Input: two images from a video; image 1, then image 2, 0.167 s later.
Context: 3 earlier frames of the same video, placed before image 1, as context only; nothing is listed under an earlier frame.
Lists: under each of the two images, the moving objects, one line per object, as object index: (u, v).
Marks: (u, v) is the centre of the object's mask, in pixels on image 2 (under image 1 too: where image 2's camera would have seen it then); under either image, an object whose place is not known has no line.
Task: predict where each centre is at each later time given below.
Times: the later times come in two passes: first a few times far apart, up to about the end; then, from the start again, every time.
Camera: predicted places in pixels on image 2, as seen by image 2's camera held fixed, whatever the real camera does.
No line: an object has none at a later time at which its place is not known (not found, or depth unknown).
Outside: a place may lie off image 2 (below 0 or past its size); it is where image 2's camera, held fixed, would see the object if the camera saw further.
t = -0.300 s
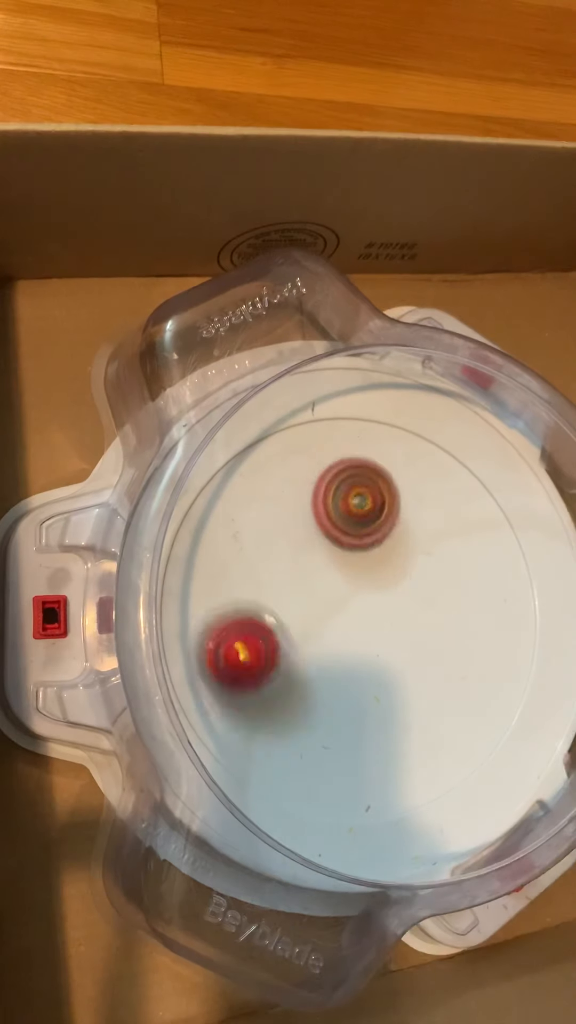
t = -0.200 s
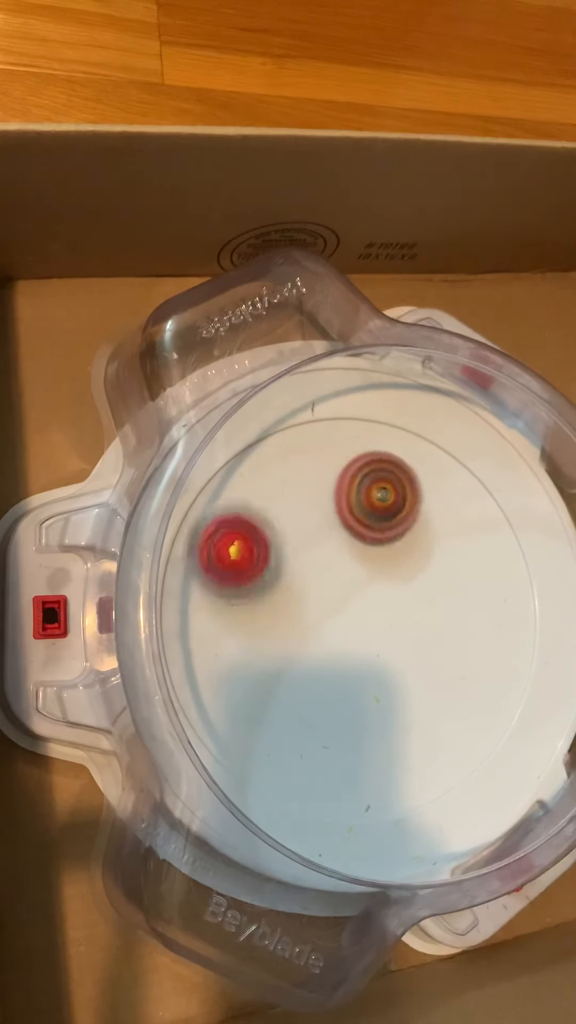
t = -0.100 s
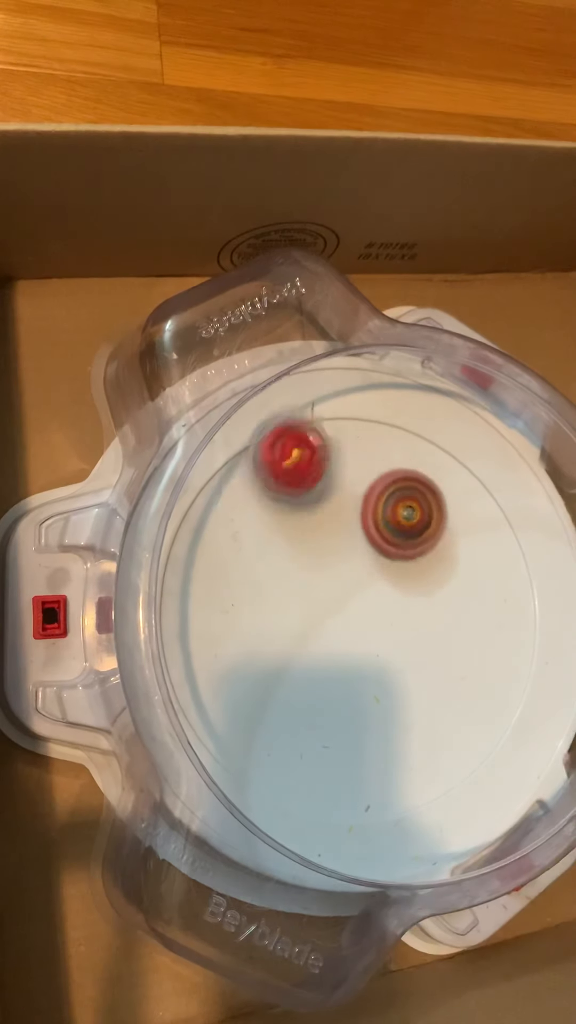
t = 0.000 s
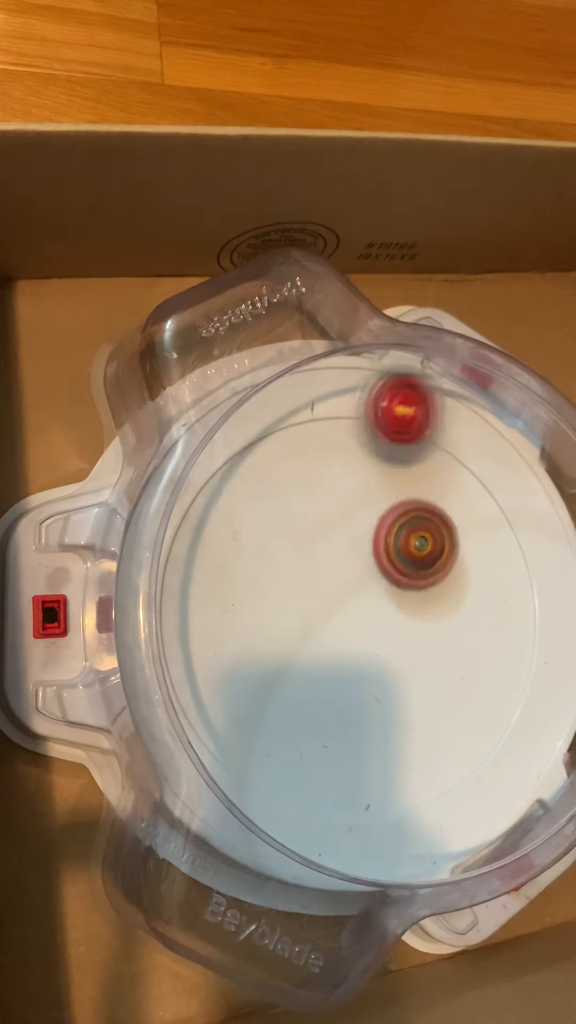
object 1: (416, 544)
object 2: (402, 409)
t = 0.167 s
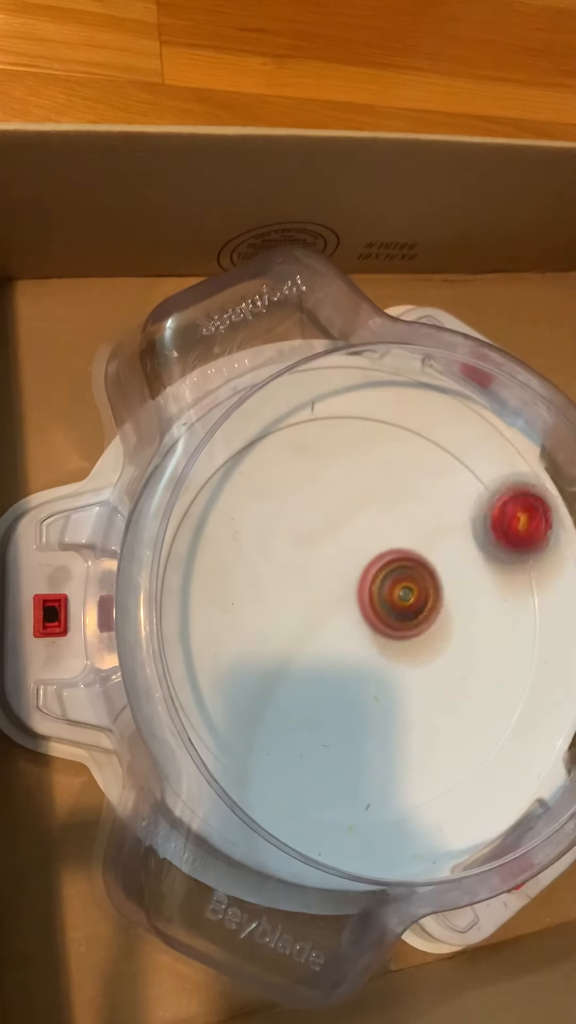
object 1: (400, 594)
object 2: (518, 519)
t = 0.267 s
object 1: (374, 615)
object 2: (510, 642)
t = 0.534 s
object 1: (310, 609)
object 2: (222, 734)
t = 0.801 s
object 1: (299, 569)
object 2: (323, 424)
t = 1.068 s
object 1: (333, 599)
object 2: (534, 651)
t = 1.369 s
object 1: (334, 635)
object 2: (209, 704)
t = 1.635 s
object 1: (339, 620)
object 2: (347, 443)
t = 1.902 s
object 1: (354, 614)
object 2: (535, 681)
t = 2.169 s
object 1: (383, 637)
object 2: (254, 764)
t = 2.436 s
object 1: (370, 631)
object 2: (302, 473)
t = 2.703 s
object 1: (367, 621)
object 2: (541, 600)
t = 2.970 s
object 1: (385, 604)
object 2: (355, 788)
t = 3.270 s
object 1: (384, 611)
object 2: (285, 475)
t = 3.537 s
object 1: (369, 596)
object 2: (521, 535)
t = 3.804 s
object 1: (366, 594)
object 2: (393, 756)
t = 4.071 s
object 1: (364, 587)
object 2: (220, 562)
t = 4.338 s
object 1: (358, 590)
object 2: (426, 472)
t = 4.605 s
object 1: (351, 598)
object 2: (436, 715)
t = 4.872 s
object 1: (351, 608)
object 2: (228, 676)
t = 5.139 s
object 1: (352, 615)
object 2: (304, 514)
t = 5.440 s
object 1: (353, 626)
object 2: (450, 584)
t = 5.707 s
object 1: (356, 624)
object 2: (429, 710)
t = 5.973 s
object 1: (364, 583)
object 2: (301, 654)
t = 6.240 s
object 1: (411, 574)
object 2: (327, 535)
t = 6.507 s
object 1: (507, 651)
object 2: (351, 509)
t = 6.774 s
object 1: (430, 652)
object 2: (335, 632)
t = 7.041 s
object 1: (380, 621)
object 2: (241, 618)
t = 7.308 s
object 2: (290, 547)
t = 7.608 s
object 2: (313, 623)
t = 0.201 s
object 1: (392, 602)
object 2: (522, 557)
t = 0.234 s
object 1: (383, 609)
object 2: (520, 600)
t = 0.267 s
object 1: (374, 615)
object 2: (510, 642)
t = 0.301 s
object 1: (364, 619)
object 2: (489, 681)
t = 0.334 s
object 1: (356, 622)
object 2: (462, 718)
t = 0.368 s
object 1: (347, 624)
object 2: (428, 751)
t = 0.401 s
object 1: (337, 624)
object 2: (389, 773)
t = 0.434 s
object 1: (329, 622)
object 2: (344, 786)
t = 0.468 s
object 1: (321, 618)
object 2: (297, 786)
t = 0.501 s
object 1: (314, 615)
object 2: (249, 774)
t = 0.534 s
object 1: (310, 609)
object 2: (222, 734)
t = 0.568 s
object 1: (307, 604)
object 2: (199, 686)
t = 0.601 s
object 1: (304, 600)
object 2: (188, 639)
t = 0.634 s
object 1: (301, 596)
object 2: (187, 587)
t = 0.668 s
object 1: (298, 592)
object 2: (198, 537)
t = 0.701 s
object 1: (295, 586)
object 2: (218, 495)
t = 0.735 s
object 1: (294, 580)
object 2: (250, 461)
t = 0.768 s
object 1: (296, 575)
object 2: (286, 436)
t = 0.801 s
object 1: (299, 569)
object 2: (323, 424)
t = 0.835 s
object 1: (304, 566)
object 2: (364, 421)
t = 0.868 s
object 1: (310, 566)
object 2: (404, 430)
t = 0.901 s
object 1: (316, 568)
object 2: (441, 449)
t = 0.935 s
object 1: (321, 573)
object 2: (473, 478)
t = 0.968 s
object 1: (324, 578)
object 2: (499, 512)
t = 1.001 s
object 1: (327, 585)
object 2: (520, 554)
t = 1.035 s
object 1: (329, 592)
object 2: (531, 601)
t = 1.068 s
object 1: (333, 599)
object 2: (534, 651)
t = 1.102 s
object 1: (335, 607)
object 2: (526, 699)
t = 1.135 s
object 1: (336, 616)
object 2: (507, 746)
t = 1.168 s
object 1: (335, 623)
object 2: (473, 780)
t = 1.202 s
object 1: (334, 628)
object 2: (430, 801)
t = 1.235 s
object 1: (333, 632)
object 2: (378, 811)
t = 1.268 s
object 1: (333, 634)
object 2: (328, 807)
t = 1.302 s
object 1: (333, 635)
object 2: (281, 787)
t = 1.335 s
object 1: (334, 635)
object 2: (238, 751)
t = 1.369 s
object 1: (334, 635)
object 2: (209, 704)
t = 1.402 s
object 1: (333, 633)
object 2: (191, 653)
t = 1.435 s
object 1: (333, 631)
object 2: (185, 604)
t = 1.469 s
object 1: (333, 629)
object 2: (192, 559)
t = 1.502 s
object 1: (333, 627)
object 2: (206, 518)
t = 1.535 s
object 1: (334, 625)
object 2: (235, 485)
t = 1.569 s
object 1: (335, 623)
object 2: (266, 462)
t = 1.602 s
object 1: (337, 621)
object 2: (305, 447)
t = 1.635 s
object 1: (339, 620)
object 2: (347, 443)
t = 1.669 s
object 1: (341, 618)
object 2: (391, 450)
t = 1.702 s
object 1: (343, 618)
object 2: (430, 469)
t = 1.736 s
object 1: (346, 617)
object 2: (464, 491)
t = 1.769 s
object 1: (349, 616)
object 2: (494, 523)
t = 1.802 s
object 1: (352, 615)
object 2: (522, 559)
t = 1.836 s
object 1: (354, 614)
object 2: (539, 599)
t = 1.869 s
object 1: (355, 613)
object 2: (547, 639)
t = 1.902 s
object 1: (354, 614)
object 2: (535, 681)
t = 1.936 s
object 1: (357, 616)
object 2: (519, 722)
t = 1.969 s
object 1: (360, 619)
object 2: (488, 754)
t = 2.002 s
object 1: (365, 623)
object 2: (456, 781)
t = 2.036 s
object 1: (372, 626)
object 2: (419, 802)
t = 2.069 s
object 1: (377, 631)
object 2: (374, 809)
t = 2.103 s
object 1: (381, 635)
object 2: (329, 804)
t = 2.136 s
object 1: (383, 636)
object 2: (290, 789)
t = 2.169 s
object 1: (383, 637)
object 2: (254, 764)
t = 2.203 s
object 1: (382, 636)
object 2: (226, 730)
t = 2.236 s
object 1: (381, 635)
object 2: (207, 687)
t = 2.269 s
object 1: (379, 634)
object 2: (199, 647)
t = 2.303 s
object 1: (377, 633)
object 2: (201, 607)
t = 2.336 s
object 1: (375, 632)
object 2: (214, 565)
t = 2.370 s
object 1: (373, 632)
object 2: (236, 526)
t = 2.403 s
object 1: (371, 632)
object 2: (265, 497)
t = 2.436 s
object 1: (370, 631)
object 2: (302, 473)
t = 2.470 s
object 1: (369, 630)
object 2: (343, 458)
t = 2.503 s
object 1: (369, 629)
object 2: (382, 453)
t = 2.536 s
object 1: (368, 627)
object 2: (423, 458)
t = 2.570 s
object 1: (366, 625)
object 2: (461, 473)
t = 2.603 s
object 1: (365, 623)
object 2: (494, 493)
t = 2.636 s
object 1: (364, 623)
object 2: (523, 521)
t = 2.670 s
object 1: (364, 624)
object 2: (535, 561)
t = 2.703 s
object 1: (367, 621)
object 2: (541, 600)
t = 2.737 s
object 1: (369, 616)
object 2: (539, 640)
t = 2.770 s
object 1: (372, 609)
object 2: (530, 678)
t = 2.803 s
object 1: (376, 604)
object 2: (519, 714)
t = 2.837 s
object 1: (378, 601)
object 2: (498, 748)
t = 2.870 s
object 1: (378, 600)
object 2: (468, 770)
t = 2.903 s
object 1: (380, 601)
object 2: (435, 787)
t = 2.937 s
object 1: (382, 603)
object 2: (397, 792)
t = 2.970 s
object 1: (385, 604)
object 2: (355, 788)
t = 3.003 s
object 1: (387, 606)
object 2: (314, 768)
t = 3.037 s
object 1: (388, 607)
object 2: (280, 740)
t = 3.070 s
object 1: (387, 608)
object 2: (253, 706)
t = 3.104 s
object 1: (386, 611)
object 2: (235, 667)
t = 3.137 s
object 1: (386, 612)
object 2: (228, 623)
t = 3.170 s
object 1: (386, 613)
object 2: (230, 582)
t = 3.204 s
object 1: (386, 613)
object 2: (241, 541)
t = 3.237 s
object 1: (386, 612)
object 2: (260, 506)
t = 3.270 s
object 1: (384, 611)
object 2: (285, 475)
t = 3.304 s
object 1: (383, 611)
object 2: (318, 452)
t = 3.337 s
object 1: (383, 610)
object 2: (353, 438)
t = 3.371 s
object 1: (383, 609)
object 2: (391, 431)
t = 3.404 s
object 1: (383, 606)
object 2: (425, 435)
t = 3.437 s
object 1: (383, 602)
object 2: (456, 450)
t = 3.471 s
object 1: (379, 599)
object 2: (479, 479)
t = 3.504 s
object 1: (374, 598)
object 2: (505, 505)
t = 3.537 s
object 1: (369, 596)
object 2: (521, 535)
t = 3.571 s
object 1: (367, 596)
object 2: (531, 571)
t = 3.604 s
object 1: (366, 596)
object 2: (533, 606)
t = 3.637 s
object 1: (366, 596)
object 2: (528, 642)
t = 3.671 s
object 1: (366, 595)
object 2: (512, 674)
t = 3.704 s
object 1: (366, 595)
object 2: (490, 704)
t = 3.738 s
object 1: (366, 595)
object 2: (463, 729)
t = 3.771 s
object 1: (366, 595)
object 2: (430, 748)
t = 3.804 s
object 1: (366, 594)
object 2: (393, 756)
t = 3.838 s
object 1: (366, 593)
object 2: (353, 755)
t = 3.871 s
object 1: (366, 592)
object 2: (315, 744)
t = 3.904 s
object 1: (367, 592)
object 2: (281, 723)
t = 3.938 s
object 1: (368, 591)
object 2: (251, 693)
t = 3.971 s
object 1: (368, 589)
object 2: (231, 661)
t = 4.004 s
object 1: (367, 587)
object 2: (218, 629)
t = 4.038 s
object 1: (365, 586)
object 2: (217, 596)
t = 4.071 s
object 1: (364, 587)
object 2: (220, 562)
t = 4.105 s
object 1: (364, 587)
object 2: (231, 530)
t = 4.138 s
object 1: (363, 587)
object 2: (248, 500)
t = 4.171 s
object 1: (362, 587)
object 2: (272, 475)
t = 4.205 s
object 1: (361, 588)
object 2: (301, 457)
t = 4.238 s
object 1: (360, 589)
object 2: (332, 447)
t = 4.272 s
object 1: (359, 590)
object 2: (366, 446)
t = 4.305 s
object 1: (358, 590)
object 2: (398, 454)
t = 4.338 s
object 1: (358, 590)
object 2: (426, 472)
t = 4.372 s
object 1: (357, 590)
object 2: (450, 494)
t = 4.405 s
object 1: (356, 591)
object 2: (468, 524)
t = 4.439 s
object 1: (356, 593)
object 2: (481, 559)
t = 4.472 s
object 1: (356, 594)
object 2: (486, 593)
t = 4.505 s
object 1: (355, 594)
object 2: (483, 629)
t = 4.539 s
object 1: (354, 595)
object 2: (475, 661)
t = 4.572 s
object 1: (352, 597)
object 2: (459, 691)
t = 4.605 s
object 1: (351, 598)
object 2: (436, 715)
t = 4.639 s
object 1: (350, 600)
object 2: (412, 738)
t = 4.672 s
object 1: (349, 602)
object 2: (378, 753)
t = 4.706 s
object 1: (349, 604)
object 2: (346, 758)
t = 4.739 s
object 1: (349, 605)
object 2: (313, 755)
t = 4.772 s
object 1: (350, 607)
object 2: (284, 742)
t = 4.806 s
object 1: (351, 607)
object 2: (260, 724)
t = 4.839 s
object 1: (351, 607)
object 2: (240, 702)
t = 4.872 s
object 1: (351, 608)
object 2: (228, 676)
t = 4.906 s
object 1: (351, 610)
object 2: (222, 648)
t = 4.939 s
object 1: (352, 611)
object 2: (221, 620)
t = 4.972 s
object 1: (352, 611)
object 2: (226, 593)
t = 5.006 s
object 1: (351, 611)
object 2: (234, 570)
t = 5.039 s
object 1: (351, 613)
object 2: (248, 549)
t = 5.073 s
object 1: (351, 614)
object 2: (264, 533)
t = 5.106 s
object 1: (352, 615)
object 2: (283, 521)
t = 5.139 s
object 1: (352, 615)
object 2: (304, 514)
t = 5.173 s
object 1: (353, 615)
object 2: (323, 510)
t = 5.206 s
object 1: (353, 616)
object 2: (343, 512)
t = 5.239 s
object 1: (354, 617)
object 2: (364, 516)
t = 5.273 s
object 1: (355, 617)
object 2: (382, 522)
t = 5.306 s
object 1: (356, 617)
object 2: (398, 531)
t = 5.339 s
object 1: (357, 618)
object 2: (415, 544)
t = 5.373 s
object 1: (358, 618)
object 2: (425, 559)
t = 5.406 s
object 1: (355, 622)
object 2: (439, 571)
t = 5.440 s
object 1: (353, 626)
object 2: (450, 584)
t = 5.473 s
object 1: (352, 629)
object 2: (457, 598)
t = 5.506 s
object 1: (352, 630)
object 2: (462, 615)
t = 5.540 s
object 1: (352, 630)
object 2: (465, 633)
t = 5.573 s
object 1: (352, 630)
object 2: (462, 651)
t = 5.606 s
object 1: (353, 629)
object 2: (459, 669)
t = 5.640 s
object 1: (353, 627)
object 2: (452, 685)
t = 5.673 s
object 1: (354, 625)
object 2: (443, 699)
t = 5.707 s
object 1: (356, 624)
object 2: (429, 710)
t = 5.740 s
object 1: (357, 622)
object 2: (412, 716)
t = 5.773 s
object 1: (359, 620)
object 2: (393, 716)
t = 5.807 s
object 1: (359, 615)
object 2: (374, 713)
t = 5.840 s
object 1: (359, 610)
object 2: (355, 707)
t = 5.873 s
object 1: (359, 602)
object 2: (337, 698)
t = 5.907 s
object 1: (361, 593)
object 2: (323, 687)
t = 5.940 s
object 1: (362, 587)
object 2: (310, 673)
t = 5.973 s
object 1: (364, 583)
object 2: (301, 654)
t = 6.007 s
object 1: (367, 581)
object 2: (296, 634)
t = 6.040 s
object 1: (375, 575)
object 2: (288, 617)
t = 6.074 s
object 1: (385, 570)
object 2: (283, 601)
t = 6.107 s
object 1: (394, 567)
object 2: (284, 584)
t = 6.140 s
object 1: (403, 567)
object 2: (291, 568)
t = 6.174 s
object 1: (407, 568)
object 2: (299, 555)
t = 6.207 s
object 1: (411, 571)
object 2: (312, 544)
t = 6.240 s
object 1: (411, 574)
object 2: (327, 535)
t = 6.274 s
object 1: (430, 582)
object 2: (327, 526)
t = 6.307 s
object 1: (459, 594)
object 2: (316, 516)
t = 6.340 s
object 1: (483, 606)
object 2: (311, 512)
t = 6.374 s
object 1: (501, 616)
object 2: (313, 506)
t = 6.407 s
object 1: (510, 626)
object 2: (318, 503)
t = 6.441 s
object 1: (513, 634)
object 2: (330, 500)
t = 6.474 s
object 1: (511, 643)
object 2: (340, 502)
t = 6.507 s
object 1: (507, 651)
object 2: (351, 509)
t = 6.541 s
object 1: (501, 657)
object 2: (360, 521)
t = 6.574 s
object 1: (491, 661)
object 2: (367, 537)
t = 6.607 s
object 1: (481, 662)
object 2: (370, 553)
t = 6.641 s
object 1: (470, 661)
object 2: (369, 570)
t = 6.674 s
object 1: (458, 660)
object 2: (366, 589)
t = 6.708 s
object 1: (446, 657)
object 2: (360, 605)
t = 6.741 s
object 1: (437, 655)
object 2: (350, 621)
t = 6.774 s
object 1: (430, 652)
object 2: (335, 632)
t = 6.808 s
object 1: (423, 648)
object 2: (323, 642)
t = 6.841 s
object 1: (416, 645)
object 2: (310, 648)
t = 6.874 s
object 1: (409, 640)
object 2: (297, 651)
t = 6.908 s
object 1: (402, 636)
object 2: (282, 650)
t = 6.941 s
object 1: (396, 632)
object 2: (270, 648)
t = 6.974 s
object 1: (390, 628)
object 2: (258, 641)
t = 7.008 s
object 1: (385, 625)
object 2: (247, 631)
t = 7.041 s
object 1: (380, 621)
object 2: (241, 618)
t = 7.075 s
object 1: (376, 618)
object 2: (240, 604)
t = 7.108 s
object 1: (372, 616)
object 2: (246, 589)
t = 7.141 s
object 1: (370, 613)
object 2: (257, 577)
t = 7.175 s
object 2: (272, 568)
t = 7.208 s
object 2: (289, 564)
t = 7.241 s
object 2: (286, 555)
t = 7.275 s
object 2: (285, 550)
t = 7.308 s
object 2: (290, 547)
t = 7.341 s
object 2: (299, 547)
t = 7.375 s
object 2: (309, 549)
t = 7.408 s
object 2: (319, 555)
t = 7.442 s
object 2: (330, 564)
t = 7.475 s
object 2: (339, 575)
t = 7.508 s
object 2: (346, 588)
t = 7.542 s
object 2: (351, 601)
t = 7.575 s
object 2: (352, 616)
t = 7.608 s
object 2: (313, 623)
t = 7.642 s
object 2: (282, 636)
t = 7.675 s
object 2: (257, 647)
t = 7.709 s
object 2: (239, 653)
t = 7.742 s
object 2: (226, 653)
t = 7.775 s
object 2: (216, 649)
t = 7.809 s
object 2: (210, 642)
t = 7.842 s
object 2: (208, 635)
